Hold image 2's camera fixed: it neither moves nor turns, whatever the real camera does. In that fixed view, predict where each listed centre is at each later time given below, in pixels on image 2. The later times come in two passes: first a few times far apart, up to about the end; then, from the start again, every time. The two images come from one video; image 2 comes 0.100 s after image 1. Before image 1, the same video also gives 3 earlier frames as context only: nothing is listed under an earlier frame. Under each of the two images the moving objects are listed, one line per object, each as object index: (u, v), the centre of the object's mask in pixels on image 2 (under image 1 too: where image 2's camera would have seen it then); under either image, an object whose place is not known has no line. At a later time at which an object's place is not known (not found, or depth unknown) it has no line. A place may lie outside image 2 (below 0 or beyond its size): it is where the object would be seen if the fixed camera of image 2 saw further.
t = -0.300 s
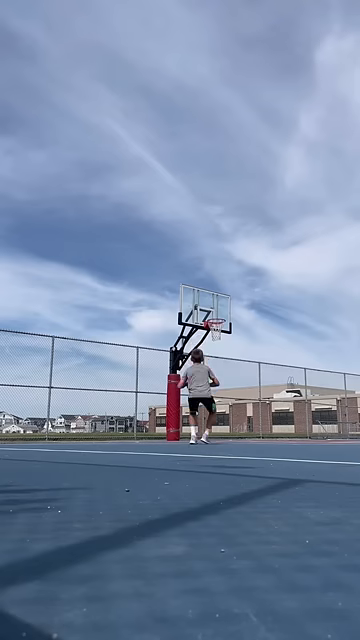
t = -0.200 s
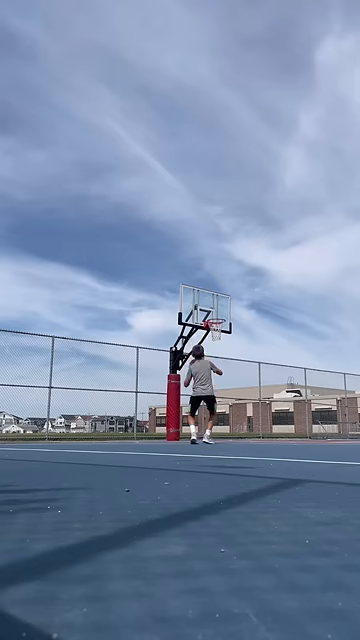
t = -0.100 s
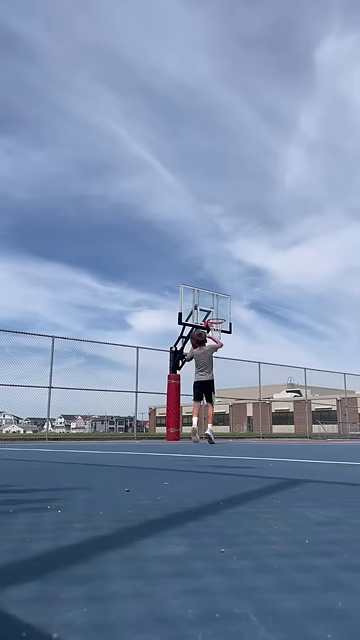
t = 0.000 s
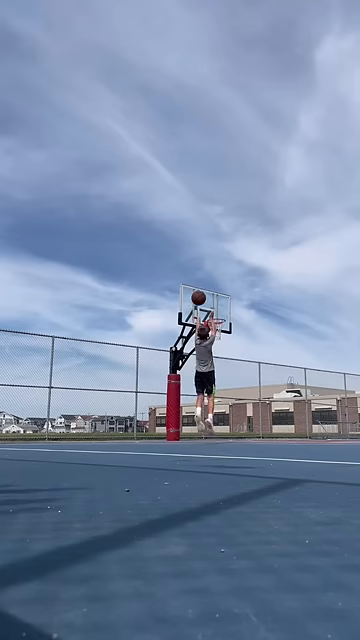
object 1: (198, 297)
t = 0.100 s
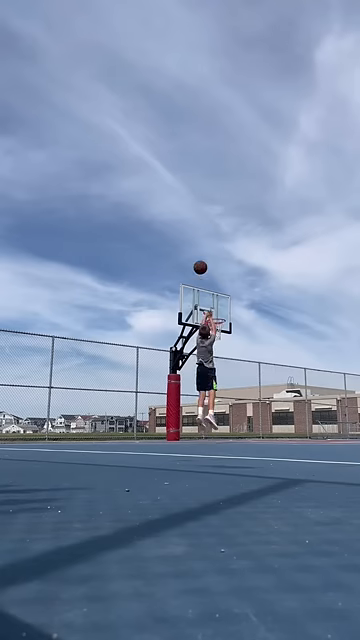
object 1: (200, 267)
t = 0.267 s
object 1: (202, 235)
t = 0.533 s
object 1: (207, 220)
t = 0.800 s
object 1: (210, 237)
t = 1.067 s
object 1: (213, 278)
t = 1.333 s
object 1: (216, 334)
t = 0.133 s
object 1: (200, 259)
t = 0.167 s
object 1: (201, 252)
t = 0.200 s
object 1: (201, 245)
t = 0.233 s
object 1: (202, 240)
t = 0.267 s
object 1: (202, 235)
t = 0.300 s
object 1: (203, 231)
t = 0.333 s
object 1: (204, 228)
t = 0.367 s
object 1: (204, 225)
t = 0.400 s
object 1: (205, 223)
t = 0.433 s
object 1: (205, 222)
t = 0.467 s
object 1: (206, 221)
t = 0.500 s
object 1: (206, 220)
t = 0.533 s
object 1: (207, 220)
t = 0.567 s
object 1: (207, 221)
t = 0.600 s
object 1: (207, 222)
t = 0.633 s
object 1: (208, 224)
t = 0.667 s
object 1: (208, 226)
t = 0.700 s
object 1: (209, 228)
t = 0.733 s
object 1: (209, 231)
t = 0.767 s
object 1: (210, 234)
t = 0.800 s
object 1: (210, 237)
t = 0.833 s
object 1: (210, 241)
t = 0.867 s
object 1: (210, 246)
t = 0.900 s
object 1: (211, 250)
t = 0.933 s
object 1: (211, 255)
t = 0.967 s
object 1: (212, 260)
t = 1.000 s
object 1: (212, 266)
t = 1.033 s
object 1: (212, 271)
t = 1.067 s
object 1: (213, 278)
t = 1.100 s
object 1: (213, 284)
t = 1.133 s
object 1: (214, 291)
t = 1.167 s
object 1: (214, 298)
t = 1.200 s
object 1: (214, 305)
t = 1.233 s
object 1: (215, 312)
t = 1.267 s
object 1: (215, 320)
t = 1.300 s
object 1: (216, 329)
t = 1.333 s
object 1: (216, 334)
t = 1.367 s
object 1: (216, 334)
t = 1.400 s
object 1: (216, 336)
